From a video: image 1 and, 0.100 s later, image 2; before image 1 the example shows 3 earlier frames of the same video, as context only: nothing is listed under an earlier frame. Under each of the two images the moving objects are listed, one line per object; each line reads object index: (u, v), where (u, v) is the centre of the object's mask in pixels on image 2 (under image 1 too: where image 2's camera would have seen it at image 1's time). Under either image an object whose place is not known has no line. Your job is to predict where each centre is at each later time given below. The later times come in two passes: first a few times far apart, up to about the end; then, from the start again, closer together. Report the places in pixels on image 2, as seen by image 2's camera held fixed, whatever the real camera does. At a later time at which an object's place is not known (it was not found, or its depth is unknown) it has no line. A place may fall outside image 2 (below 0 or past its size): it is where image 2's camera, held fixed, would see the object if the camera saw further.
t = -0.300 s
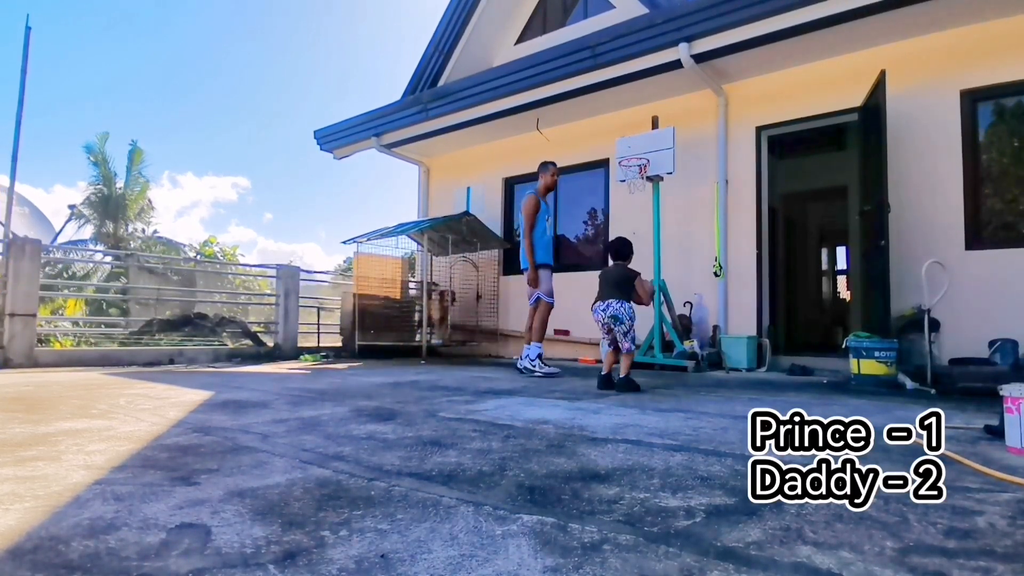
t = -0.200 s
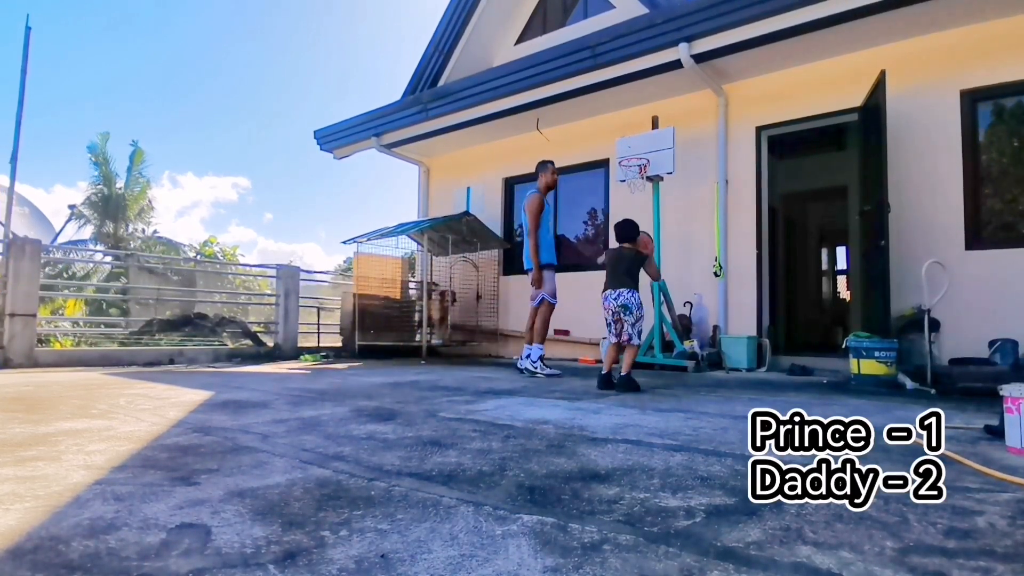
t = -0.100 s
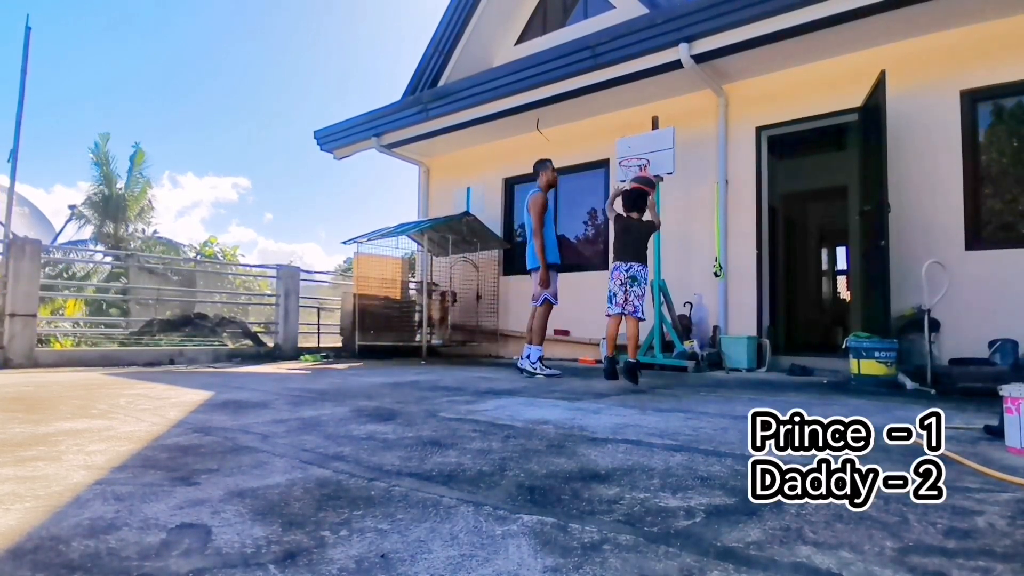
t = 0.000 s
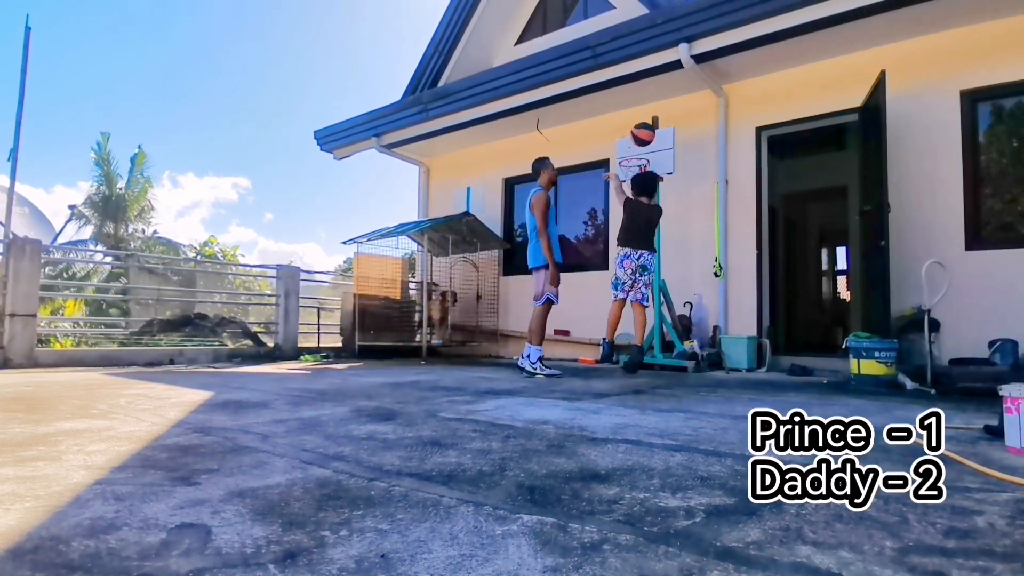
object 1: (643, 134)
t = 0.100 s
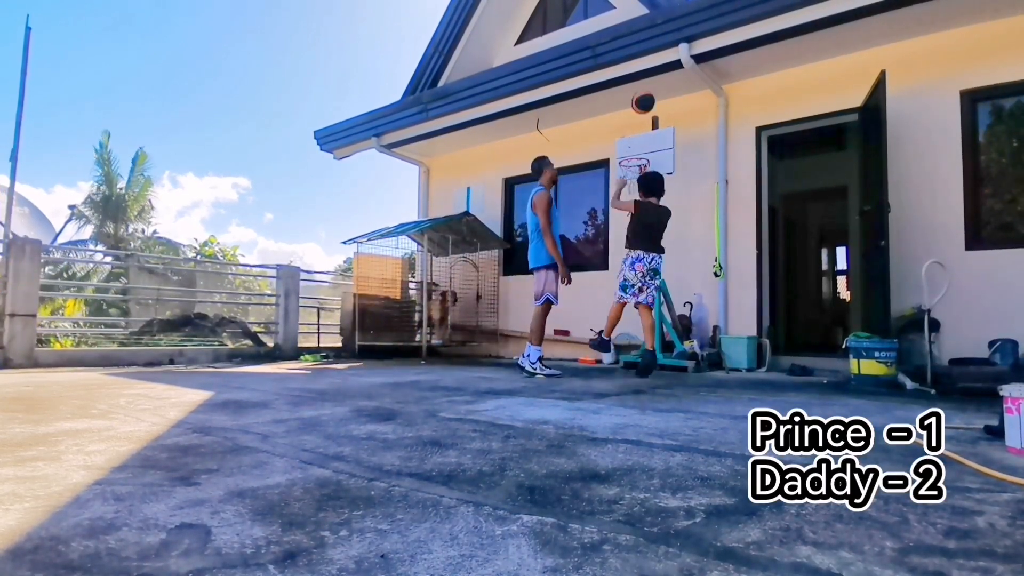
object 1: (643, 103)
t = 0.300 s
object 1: (644, 83)
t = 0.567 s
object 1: (647, 120)
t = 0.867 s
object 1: (650, 112)
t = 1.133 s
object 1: (653, 115)
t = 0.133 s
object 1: (644, 95)
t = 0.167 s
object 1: (643, 89)
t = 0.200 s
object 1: (644, 86)
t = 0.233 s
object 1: (644, 83)
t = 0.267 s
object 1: (644, 82)
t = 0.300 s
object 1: (644, 83)
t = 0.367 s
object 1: (644, 85)
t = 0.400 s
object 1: (644, 88)
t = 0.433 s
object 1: (645, 93)
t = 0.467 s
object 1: (645, 99)
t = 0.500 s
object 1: (645, 104)
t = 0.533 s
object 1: (646, 111)
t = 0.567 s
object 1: (647, 120)
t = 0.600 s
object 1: (648, 125)
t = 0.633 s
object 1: (649, 124)
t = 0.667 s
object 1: (650, 122)
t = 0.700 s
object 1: (650, 117)
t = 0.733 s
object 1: (649, 114)
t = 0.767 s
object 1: (649, 111)
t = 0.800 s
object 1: (650, 111)
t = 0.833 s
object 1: (650, 111)
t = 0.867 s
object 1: (650, 112)
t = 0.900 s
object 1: (651, 115)
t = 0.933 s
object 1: (651, 119)
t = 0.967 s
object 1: (651, 120)
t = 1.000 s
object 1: (652, 117)
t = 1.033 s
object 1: (652, 115)
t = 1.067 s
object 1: (652, 112)
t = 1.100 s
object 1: (652, 113)
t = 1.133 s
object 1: (653, 115)
